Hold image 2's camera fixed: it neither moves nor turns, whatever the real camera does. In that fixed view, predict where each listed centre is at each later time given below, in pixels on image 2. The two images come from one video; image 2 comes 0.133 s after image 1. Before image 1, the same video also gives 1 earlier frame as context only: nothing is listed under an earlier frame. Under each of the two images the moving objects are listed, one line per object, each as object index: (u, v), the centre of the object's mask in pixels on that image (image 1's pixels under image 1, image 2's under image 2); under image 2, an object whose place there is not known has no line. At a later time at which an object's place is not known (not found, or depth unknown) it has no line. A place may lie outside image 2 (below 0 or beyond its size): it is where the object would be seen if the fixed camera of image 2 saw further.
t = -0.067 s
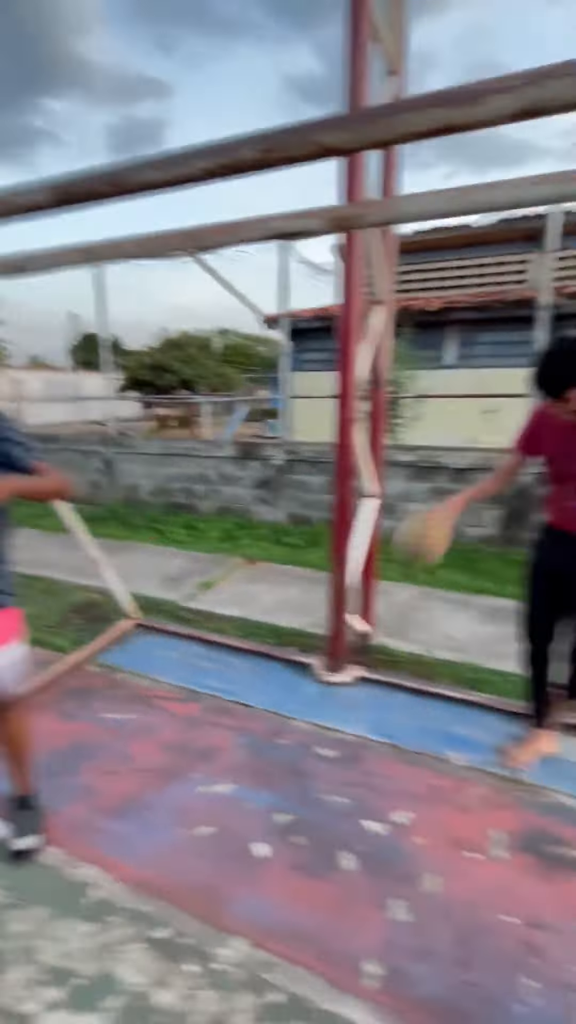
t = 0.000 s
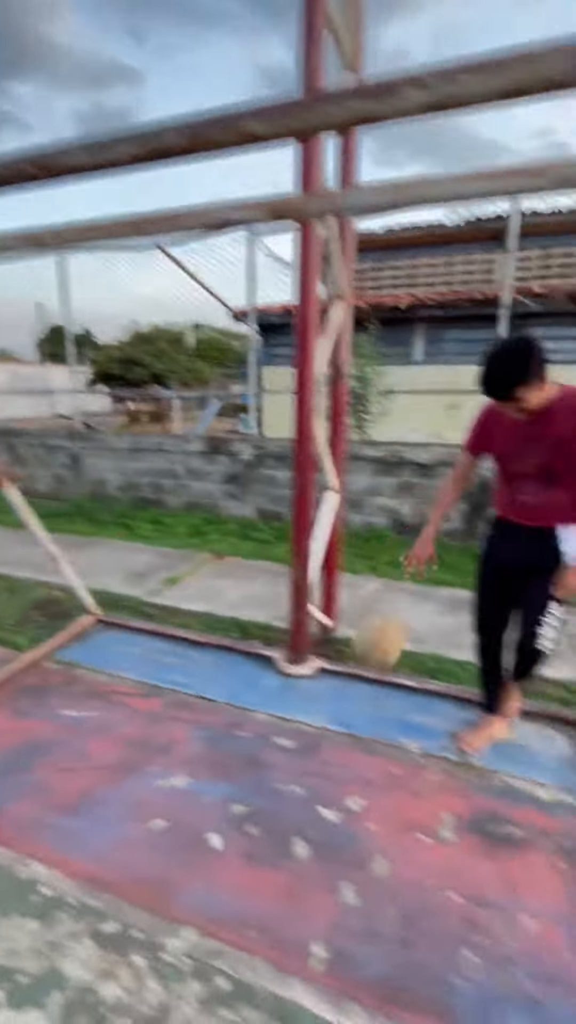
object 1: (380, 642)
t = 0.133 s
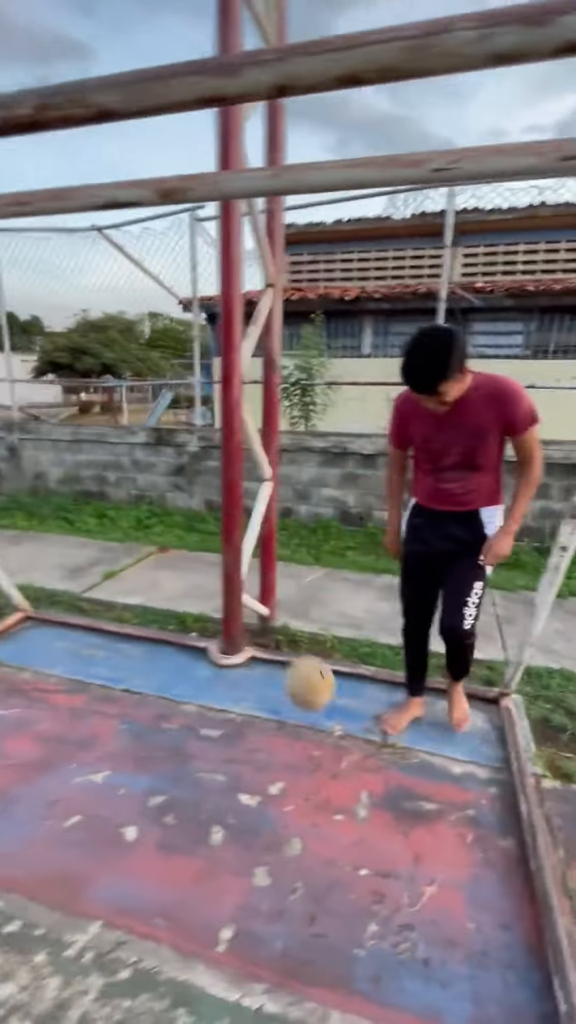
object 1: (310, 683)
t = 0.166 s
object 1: (310, 662)
